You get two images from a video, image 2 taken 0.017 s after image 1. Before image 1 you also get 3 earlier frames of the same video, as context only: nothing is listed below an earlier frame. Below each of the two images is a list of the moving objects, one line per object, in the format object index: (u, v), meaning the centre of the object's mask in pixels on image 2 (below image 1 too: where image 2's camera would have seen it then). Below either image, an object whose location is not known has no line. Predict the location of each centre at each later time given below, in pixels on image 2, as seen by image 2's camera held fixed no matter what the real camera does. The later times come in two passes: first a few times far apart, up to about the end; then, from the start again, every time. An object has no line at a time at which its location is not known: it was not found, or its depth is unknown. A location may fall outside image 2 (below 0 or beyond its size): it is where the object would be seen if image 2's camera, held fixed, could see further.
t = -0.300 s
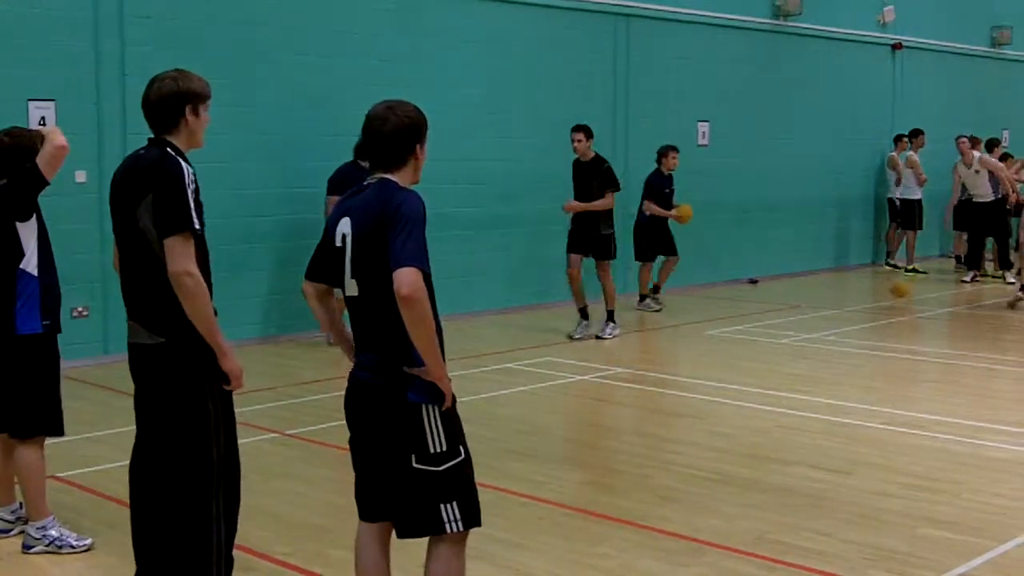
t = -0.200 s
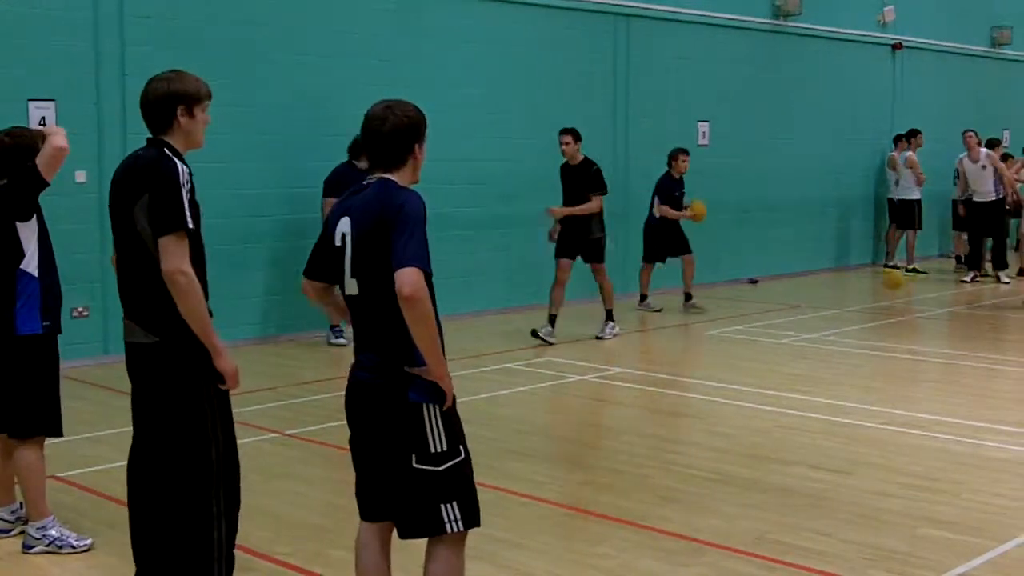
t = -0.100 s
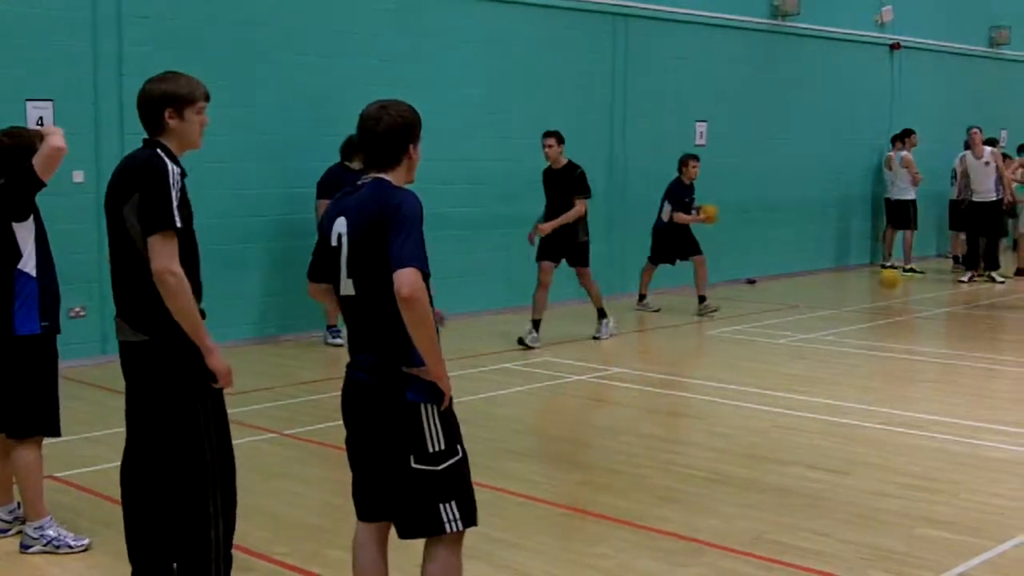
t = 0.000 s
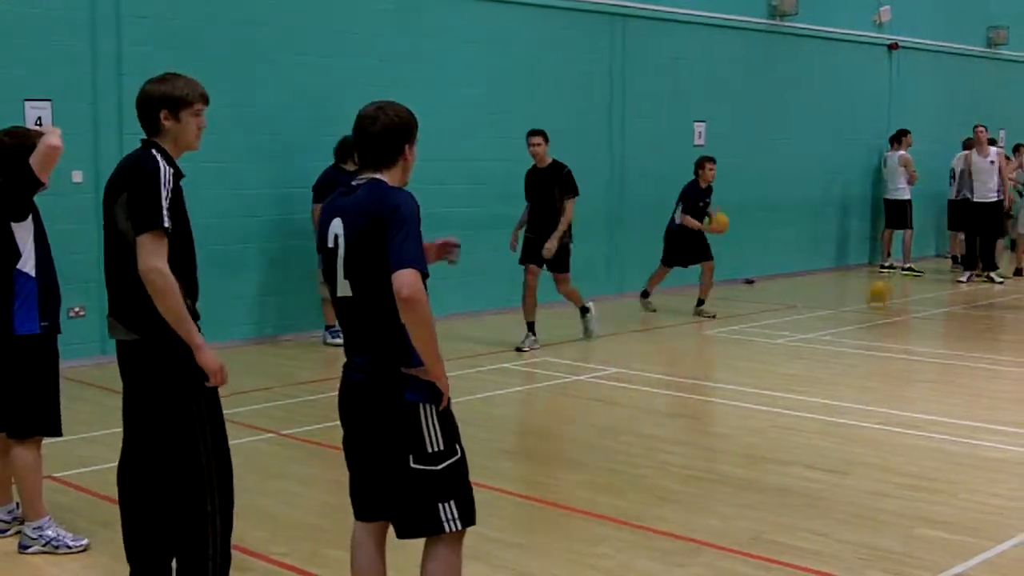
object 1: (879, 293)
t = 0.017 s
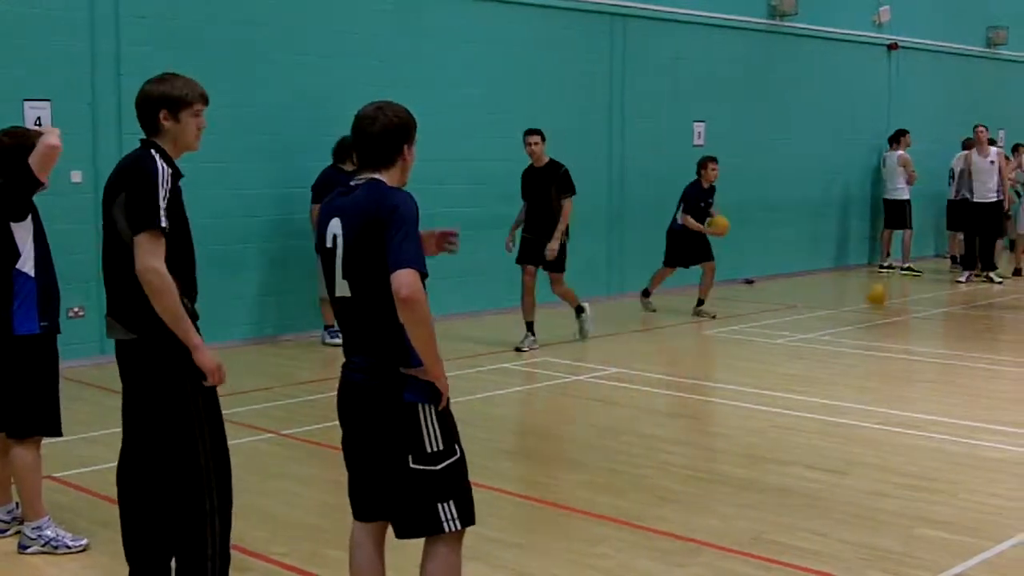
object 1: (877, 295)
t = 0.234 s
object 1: (862, 305)
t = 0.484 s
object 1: (845, 324)
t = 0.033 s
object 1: (876, 297)
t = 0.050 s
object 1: (874, 301)
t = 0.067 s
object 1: (872, 305)
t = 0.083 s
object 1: (870, 308)
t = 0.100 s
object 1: (870, 313)
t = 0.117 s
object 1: (868, 318)
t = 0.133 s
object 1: (867, 319)
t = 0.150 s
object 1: (867, 317)
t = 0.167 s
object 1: (866, 312)
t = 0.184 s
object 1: (864, 310)
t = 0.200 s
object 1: (864, 308)
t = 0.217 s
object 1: (863, 306)
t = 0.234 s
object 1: (862, 305)
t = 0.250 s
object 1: (860, 304)
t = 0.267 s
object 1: (860, 304)
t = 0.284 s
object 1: (859, 304)
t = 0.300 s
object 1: (857, 304)
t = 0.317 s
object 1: (857, 303)
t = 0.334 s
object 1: (856, 304)
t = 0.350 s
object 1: (856, 304)
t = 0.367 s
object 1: (855, 305)
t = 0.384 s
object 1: (855, 306)
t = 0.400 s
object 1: (852, 308)
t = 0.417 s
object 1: (851, 311)
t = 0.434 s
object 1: (849, 315)
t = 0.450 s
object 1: (847, 317)
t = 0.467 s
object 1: (847, 320)
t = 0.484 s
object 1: (845, 324)
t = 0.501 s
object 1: (844, 327)
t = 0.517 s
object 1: (842, 333)
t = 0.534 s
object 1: (842, 337)
